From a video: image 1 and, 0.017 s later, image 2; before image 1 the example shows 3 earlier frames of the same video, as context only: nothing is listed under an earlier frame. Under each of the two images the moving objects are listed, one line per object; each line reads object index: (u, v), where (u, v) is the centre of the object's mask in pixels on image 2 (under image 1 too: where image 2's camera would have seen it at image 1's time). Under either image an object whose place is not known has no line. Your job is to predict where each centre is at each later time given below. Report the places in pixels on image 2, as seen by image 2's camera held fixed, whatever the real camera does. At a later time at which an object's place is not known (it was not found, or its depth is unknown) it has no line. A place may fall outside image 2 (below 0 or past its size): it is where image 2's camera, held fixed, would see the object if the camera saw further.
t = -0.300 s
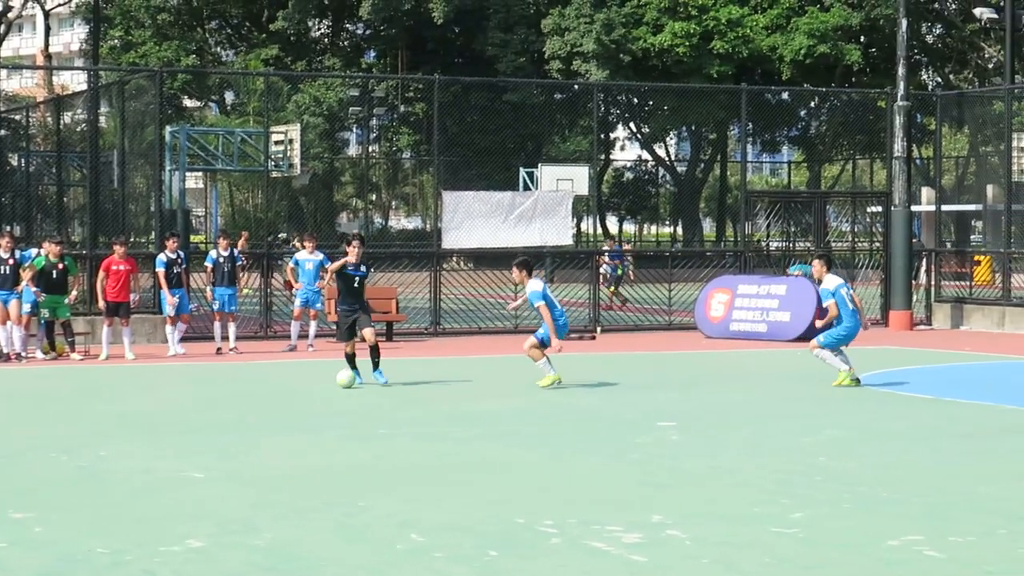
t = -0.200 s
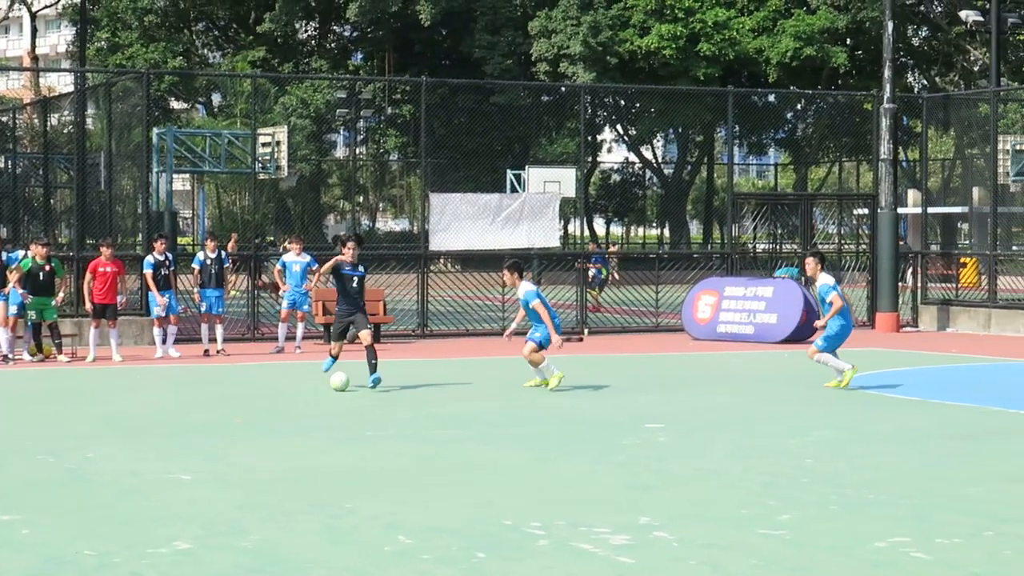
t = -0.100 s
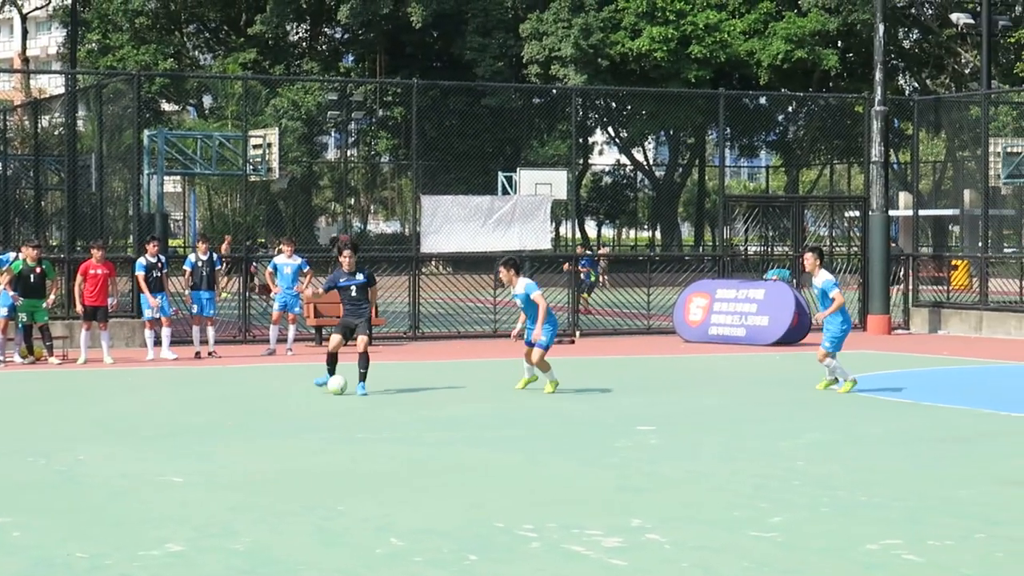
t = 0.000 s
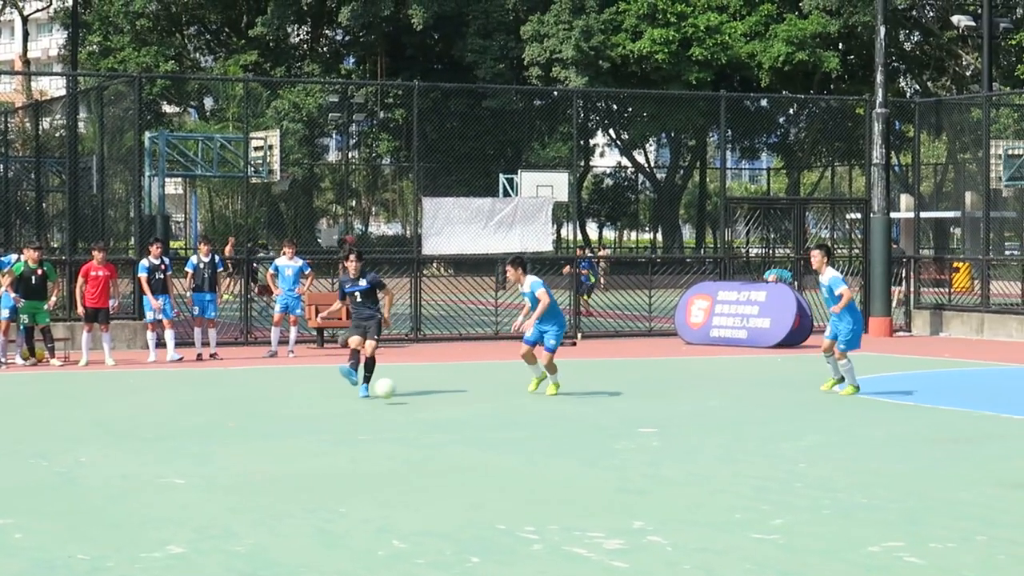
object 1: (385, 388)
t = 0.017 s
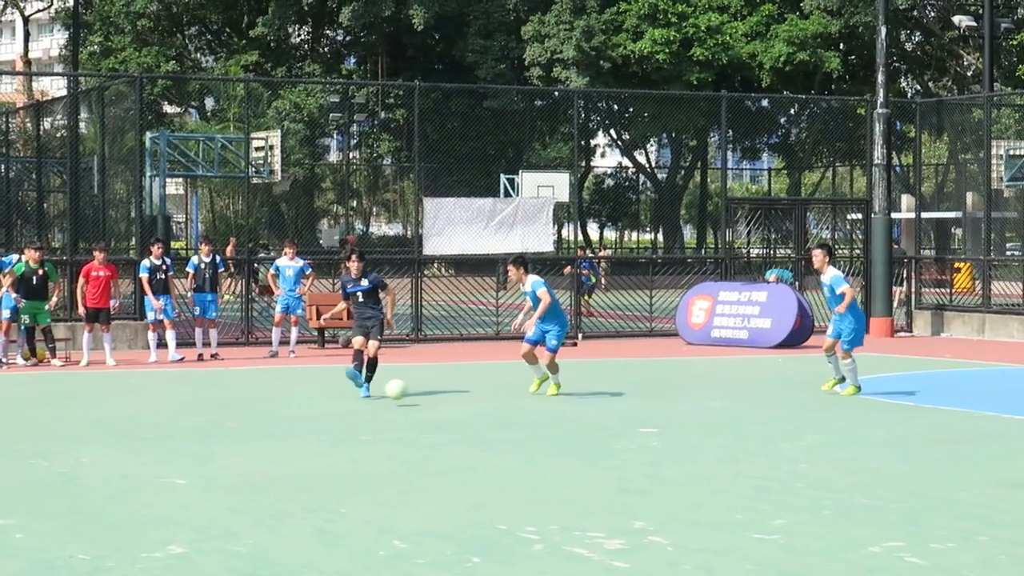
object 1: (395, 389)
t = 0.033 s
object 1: (405, 390)
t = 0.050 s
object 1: (416, 392)
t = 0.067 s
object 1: (427, 394)
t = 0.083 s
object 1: (438, 397)
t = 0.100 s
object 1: (450, 399)
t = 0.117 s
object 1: (462, 403)
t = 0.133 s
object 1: (473, 404)
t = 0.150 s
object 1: (484, 405)
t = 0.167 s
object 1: (495, 407)
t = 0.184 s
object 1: (506, 409)
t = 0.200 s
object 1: (519, 411)
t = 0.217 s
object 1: (531, 413)
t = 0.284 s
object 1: (577, 418)
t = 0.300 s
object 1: (588, 420)
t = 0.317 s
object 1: (600, 422)
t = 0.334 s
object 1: (612, 424)
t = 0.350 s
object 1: (623, 425)
